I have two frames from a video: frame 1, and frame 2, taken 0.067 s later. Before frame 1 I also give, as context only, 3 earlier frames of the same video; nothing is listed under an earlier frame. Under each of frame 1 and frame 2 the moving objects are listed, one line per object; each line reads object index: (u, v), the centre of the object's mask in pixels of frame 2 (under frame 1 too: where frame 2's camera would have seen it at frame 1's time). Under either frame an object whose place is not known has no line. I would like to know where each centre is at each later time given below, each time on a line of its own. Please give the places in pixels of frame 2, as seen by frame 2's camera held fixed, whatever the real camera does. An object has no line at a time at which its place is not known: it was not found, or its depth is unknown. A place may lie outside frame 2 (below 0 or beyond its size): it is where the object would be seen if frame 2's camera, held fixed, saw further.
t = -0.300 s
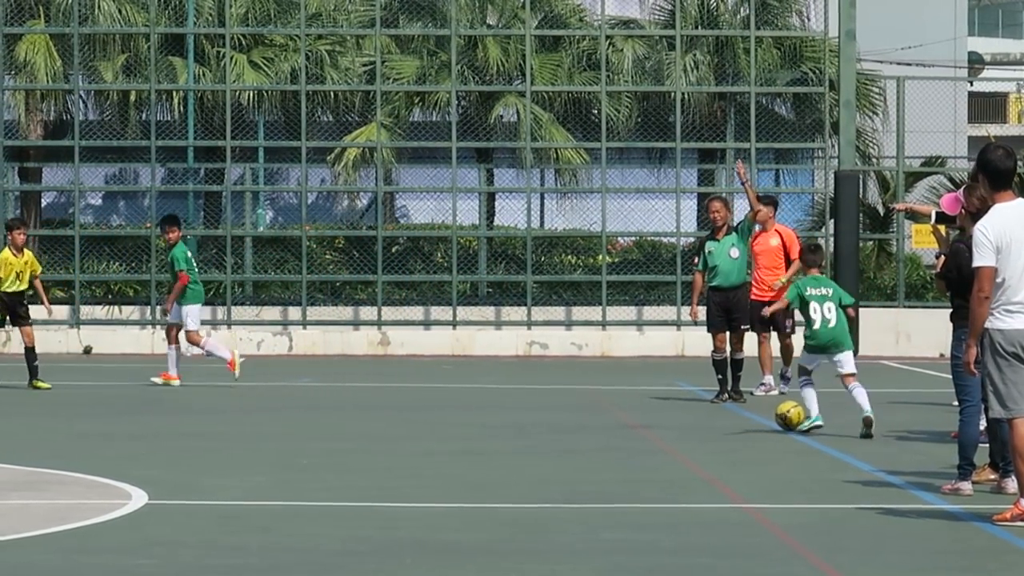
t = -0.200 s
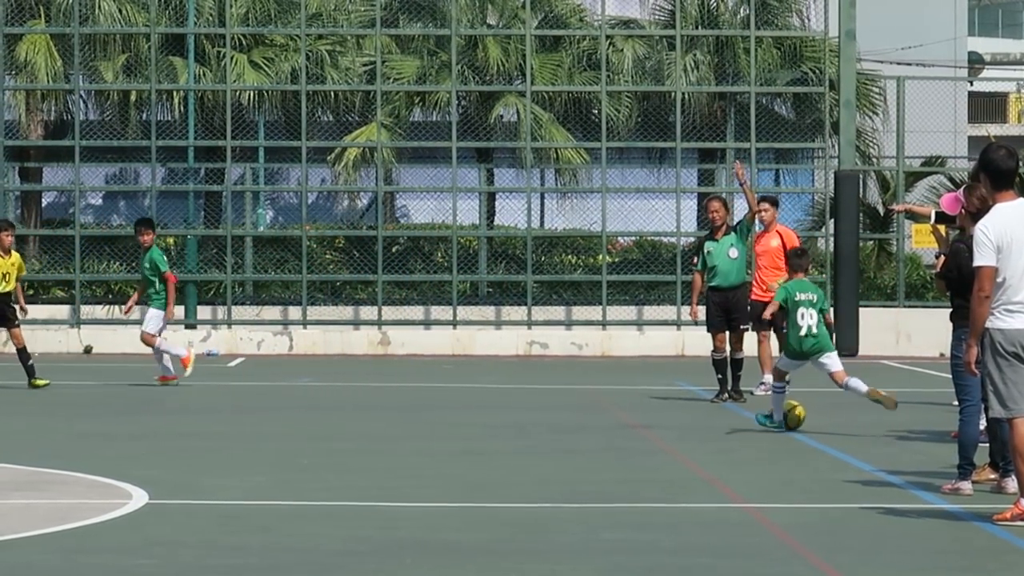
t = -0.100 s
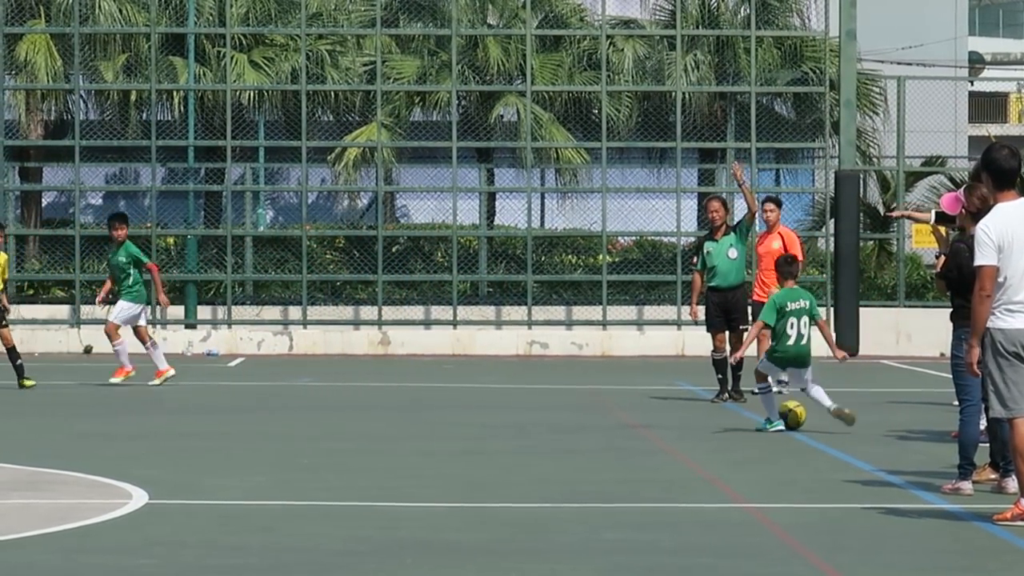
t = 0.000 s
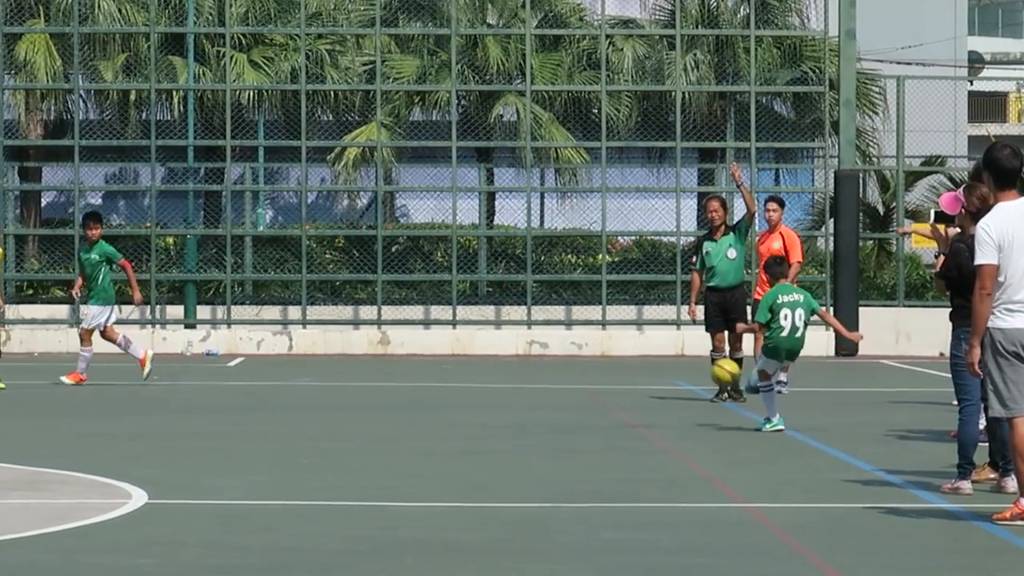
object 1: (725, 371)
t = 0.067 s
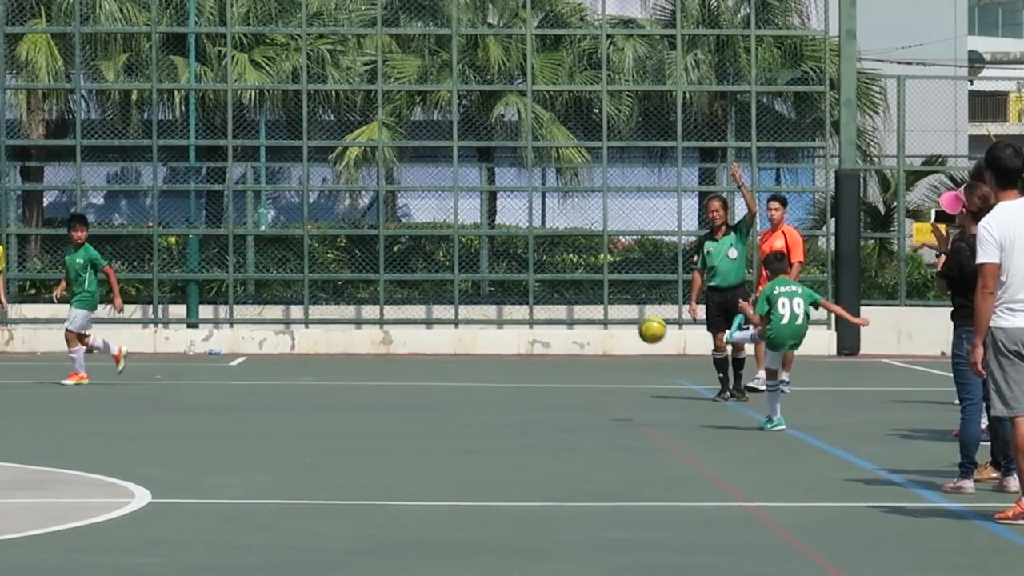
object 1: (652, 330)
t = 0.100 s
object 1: (619, 311)
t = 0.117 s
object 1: (602, 303)
